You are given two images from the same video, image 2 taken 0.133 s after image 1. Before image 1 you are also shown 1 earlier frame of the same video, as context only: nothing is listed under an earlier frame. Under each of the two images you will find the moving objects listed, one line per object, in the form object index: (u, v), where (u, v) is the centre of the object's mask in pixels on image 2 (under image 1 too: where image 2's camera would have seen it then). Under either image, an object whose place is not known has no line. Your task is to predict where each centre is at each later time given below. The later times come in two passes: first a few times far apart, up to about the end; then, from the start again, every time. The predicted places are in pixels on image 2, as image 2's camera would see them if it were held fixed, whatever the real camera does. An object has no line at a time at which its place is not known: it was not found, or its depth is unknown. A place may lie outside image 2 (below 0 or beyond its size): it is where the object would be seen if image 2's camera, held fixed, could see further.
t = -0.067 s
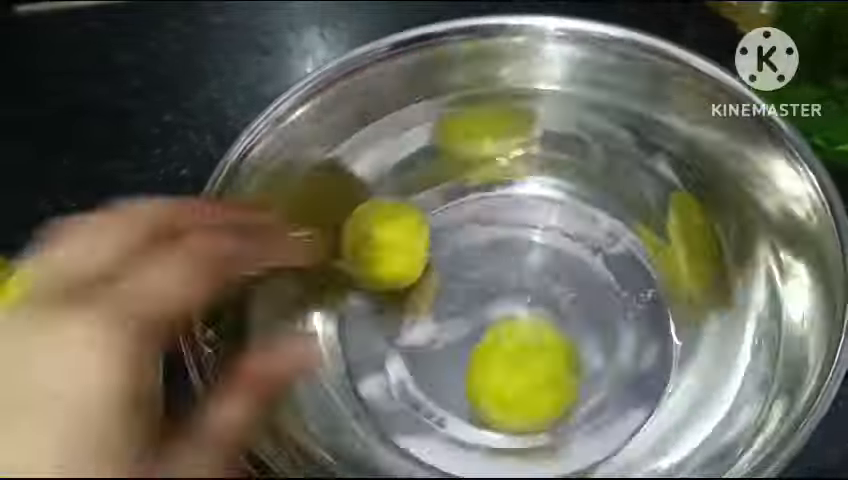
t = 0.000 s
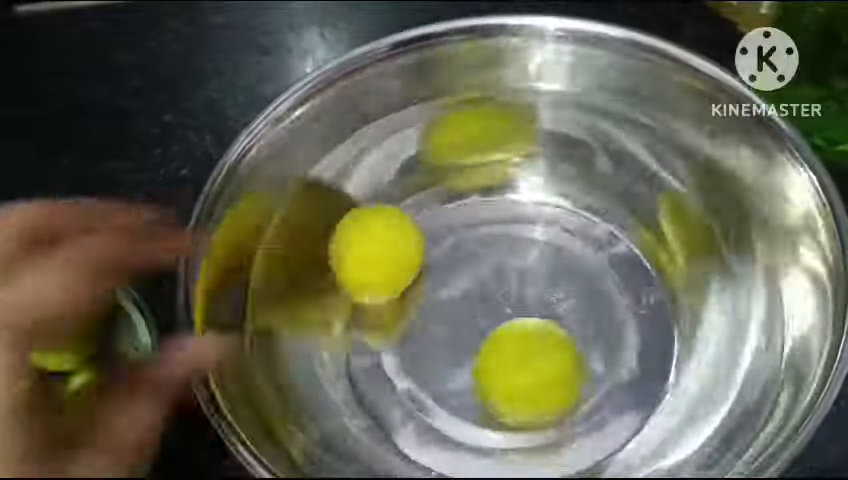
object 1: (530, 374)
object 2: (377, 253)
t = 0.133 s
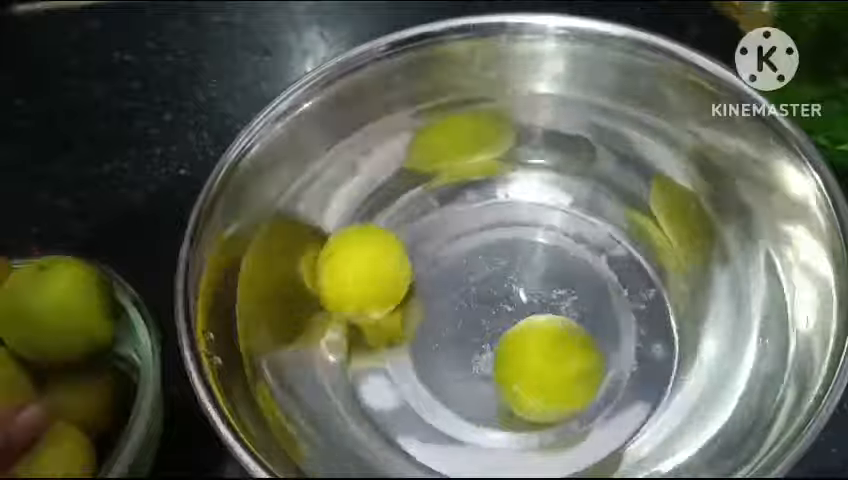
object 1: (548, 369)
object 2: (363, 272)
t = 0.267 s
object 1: (559, 357)
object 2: (354, 299)
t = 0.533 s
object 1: (577, 327)
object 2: (356, 345)
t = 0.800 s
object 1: (573, 300)
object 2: (382, 389)
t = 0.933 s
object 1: (567, 288)
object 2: (404, 406)
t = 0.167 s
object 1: (550, 366)
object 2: (359, 280)
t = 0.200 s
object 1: (555, 362)
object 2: (356, 288)
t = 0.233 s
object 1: (557, 360)
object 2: (355, 294)
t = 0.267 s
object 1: (559, 357)
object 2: (354, 299)
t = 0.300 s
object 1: (562, 355)
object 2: (355, 305)
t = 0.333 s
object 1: (565, 353)
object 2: (355, 313)
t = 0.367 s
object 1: (568, 349)
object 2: (355, 321)
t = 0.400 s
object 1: (570, 344)
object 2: (354, 327)
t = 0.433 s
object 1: (573, 339)
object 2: (353, 332)
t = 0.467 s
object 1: (575, 334)
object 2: (353, 337)
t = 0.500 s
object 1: (576, 330)
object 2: (354, 342)
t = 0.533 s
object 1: (577, 327)
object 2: (356, 345)
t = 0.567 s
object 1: (579, 321)
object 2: (358, 350)
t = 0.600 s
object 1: (579, 318)
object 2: (362, 354)
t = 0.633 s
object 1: (578, 314)
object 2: (366, 358)
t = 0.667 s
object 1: (575, 310)
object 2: (369, 364)
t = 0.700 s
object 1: (574, 306)
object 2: (372, 369)
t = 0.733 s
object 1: (575, 304)
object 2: (376, 375)
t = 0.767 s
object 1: (575, 301)
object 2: (379, 382)
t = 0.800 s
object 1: (573, 300)
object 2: (382, 389)
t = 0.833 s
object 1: (571, 297)
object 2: (386, 395)
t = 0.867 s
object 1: (569, 295)
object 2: (389, 400)
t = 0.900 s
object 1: (568, 292)
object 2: (396, 402)
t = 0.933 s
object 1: (567, 288)
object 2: (404, 406)
